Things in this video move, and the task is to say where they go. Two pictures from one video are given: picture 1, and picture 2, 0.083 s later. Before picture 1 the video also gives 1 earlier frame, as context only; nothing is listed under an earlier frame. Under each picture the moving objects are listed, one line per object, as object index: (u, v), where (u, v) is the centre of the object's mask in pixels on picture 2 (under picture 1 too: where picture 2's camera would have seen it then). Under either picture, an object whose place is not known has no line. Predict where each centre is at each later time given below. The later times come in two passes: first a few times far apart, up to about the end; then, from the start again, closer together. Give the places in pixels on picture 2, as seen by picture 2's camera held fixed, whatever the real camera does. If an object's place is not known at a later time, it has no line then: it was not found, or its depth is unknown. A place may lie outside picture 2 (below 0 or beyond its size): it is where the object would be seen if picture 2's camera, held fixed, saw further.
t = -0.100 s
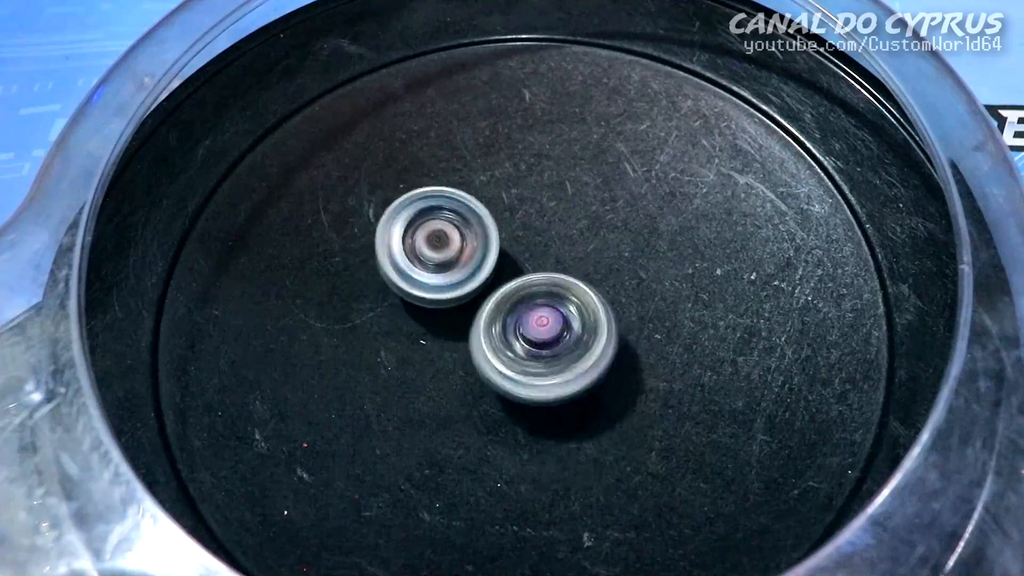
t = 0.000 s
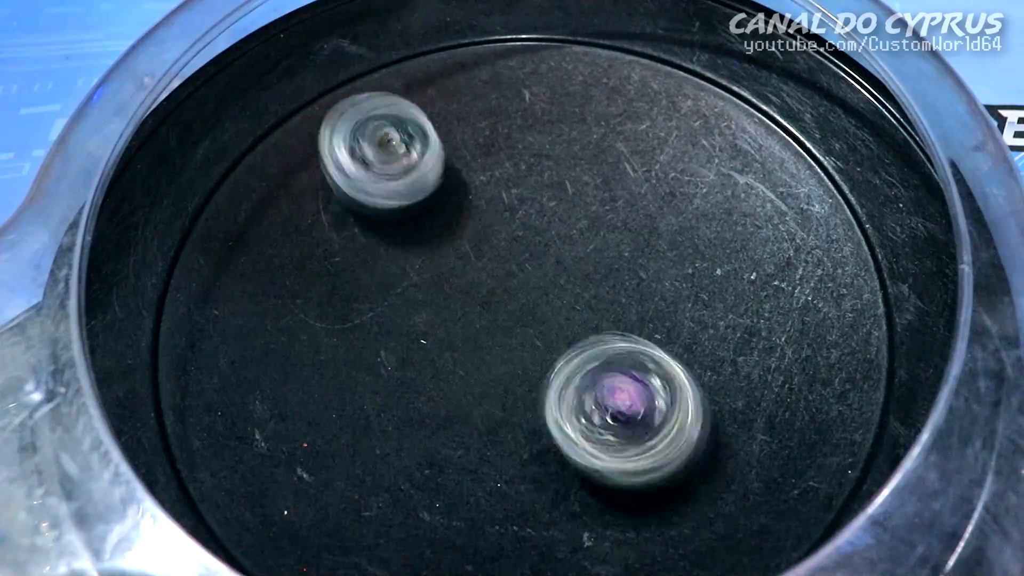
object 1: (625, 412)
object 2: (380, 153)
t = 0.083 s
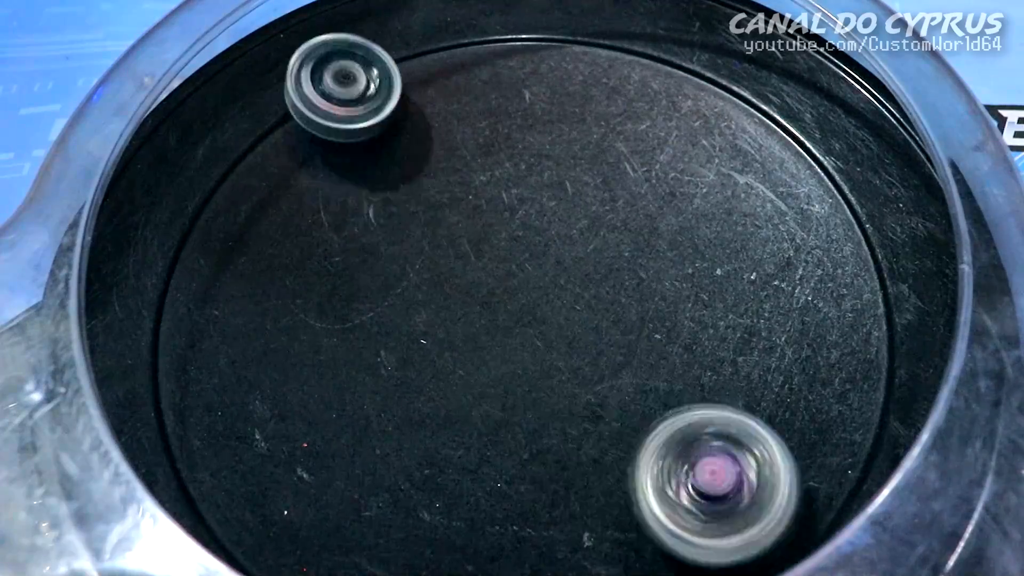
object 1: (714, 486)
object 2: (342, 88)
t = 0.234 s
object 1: (743, 478)
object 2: (340, 101)
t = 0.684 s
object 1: (571, 327)
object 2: (452, 247)
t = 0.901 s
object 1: (639, 418)
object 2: (430, 243)
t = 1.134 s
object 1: (570, 370)
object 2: (450, 306)
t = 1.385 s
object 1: (612, 396)
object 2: (356, 300)
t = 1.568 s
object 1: (565, 350)
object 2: (356, 335)
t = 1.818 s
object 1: (535, 318)
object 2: (370, 364)
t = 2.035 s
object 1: (570, 307)
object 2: (351, 380)
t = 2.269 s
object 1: (556, 297)
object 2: (375, 382)
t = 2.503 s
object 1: (547, 270)
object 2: (396, 384)
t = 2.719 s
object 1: (714, 151)
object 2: (254, 483)
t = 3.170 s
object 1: (558, 260)
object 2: (418, 452)
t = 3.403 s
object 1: (546, 287)
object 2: (502, 424)
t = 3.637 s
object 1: (565, 250)
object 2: (569, 442)
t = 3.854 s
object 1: (543, 277)
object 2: (606, 419)
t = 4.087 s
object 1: (524, 304)
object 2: (616, 397)
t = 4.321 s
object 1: (484, 284)
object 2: (626, 403)
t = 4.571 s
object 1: (477, 279)
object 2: (594, 365)
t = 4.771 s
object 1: (466, 240)
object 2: (601, 378)
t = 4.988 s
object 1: (473, 240)
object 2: (612, 369)
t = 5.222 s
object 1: (458, 234)
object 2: (632, 394)
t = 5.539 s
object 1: (470, 299)
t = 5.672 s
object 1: (448, 294)
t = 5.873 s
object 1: (463, 285)
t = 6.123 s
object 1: (346, 202)
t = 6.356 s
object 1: (398, 259)
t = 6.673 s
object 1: (462, 303)
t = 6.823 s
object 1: (421, 301)
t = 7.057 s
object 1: (432, 299)
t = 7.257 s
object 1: (458, 319)
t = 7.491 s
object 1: (477, 339)
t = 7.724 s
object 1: (388, 375)
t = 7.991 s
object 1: (453, 358)
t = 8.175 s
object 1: (241, 456)
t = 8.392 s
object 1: (247, 479)
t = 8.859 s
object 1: (535, 371)
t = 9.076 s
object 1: (548, 377)
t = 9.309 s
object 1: (547, 343)
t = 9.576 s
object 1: (573, 319)
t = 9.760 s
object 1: (604, 305)
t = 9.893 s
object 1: (593, 301)
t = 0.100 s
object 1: (728, 494)
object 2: (339, 85)
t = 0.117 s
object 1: (738, 500)
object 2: (340, 84)
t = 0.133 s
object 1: (746, 501)
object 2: (339, 85)
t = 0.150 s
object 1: (751, 500)
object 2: (339, 86)
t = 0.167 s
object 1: (752, 499)
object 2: (339, 89)
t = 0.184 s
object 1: (753, 496)
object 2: (339, 91)
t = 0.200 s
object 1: (751, 491)
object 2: (339, 94)
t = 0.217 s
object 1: (748, 485)
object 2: (339, 97)
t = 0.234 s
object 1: (743, 478)
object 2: (340, 101)
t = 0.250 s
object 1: (739, 471)
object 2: (341, 105)
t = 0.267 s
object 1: (733, 464)
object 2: (342, 109)
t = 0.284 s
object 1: (725, 456)
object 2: (344, 112)
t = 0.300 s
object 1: (720, 449)
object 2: (346, 116)
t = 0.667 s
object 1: (575, 329)
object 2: (443, 237)
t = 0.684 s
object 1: (571, 327)
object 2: (452, 247)
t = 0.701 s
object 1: (568, 326)
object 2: (458, 254)
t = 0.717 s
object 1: (580, 337)
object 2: (453, 250)
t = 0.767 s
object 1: (618, 375)
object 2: (429, 228)
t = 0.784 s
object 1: (627, 386)
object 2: (426, 225)
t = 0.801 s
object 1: (633, 395)
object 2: (423, 223)
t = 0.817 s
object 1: (639, 402)
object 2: (423, 223)
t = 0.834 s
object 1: (642, 408)
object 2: (423, 226)
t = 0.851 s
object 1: (643, 412)
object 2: (425, 229)
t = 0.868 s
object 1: (644, 415)
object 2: (427, 234)
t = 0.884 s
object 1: (642, 417)
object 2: (429, 238)
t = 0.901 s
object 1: (639, 418)
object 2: (430, 243)
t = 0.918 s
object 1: (637, 418)
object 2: (431, 247)
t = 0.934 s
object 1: (633, 419)
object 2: (434, 252)
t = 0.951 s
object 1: (628, 417)
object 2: (434, 256)
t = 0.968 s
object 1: (623, 415)
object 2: (437, 261)
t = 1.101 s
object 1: (579, 380)
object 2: (448, 298)
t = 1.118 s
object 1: (575, 376)
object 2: (450, 303)
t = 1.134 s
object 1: (570, 370)
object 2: (450, 306)
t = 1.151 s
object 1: (577, 373)
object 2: (443, 304)
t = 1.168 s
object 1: (589, 379)
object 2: (426, 296)
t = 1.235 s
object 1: (621, 398)
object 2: (383, 277)
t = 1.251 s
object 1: (625, 401)
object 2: (376, 275)
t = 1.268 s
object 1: (628, 402)
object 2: (371, 275)
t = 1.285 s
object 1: (628, 403)
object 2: (366, 276)
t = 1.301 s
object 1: (628, 403)
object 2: (364, 278)
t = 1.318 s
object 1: (626, 403)
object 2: (361, 282)
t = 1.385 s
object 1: (612, 396)
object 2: (356, 300)
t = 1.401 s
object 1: (609, 393)
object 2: (355, 303)
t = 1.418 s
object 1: (603, 389)
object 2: (355, 308)
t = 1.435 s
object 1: (599, 386)
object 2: (354, 311)
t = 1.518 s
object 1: (576, 363)
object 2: (354, 326)
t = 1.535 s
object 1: (573, 359)
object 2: (355, 330)
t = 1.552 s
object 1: (568, 354)
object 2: (355, 332)
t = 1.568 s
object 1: (565, 350)
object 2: (356, 335)
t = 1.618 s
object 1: (556, 340)
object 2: (358, 342)
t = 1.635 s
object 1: (554, 336)
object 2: (359, 343)
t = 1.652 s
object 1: (551, 332)
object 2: (359, 347)
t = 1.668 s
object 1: (549, 330)
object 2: (360, 348)
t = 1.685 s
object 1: (547, 327)
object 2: (362, 351)
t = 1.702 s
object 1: (545, 325)
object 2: (361, 353)
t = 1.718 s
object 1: (544, 323)
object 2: (363, 355)
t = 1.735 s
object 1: (541, 321)
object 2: (363, 357)
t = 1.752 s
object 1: (541, 320)
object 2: (365, 358)
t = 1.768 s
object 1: (539, 319)
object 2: (367, 360)
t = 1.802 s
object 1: (537, 318)
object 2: (370, 363)
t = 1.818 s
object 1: (535, 318)
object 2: (370, 364)
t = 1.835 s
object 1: (534, 317)
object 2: (373, 365)
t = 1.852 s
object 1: (532, 318)
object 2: (375, 367)
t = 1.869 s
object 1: (531, 318)
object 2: (379, 368)
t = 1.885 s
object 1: (530, 319)
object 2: (380, 370)
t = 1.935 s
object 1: (525, 321)
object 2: (389, 371)
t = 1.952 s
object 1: (524, 322)
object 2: (390, 373)
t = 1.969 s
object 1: (535, 319)
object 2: (376, 375)
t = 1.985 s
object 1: (547, 315)
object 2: (365, 377)
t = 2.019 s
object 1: (564, 310)
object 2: (352, 378)
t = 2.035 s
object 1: (570, 307)
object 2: (351, 380)
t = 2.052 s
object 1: (575, 306)
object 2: (350, 379)
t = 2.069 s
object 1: (579, 304)
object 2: (352, 380)
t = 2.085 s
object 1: (580, 303)
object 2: (351, 381)
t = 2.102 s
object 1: (581, 303)
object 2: (354, 380)
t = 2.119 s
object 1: (580, 302)
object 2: (355, 382)
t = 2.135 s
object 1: (578, 303)
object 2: (357, 382)
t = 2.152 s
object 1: (577, 302)
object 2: (360, 383)
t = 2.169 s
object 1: (573, 302)
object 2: (360, 383)
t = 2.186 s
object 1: (571, 301)
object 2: (363, 384)
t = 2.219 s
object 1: (564, 300)
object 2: (366, 384)
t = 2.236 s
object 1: (562, 299)
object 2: (369, 385)
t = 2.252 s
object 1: (559, 298)
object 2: (370, 383)
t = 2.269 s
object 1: (556, 297)
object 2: (375, 382)
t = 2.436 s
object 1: (532, 289)
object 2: (413, 372)
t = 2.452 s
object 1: (531, 288)
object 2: (417, 370)
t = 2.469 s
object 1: (529, 286)
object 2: (422, 369)
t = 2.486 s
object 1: (529, 285)
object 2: (421, 371)
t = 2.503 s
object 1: (547, 270)
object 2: (396, 384)
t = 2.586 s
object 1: (659, 190)
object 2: (268, 453)
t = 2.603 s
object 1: (676, 178)
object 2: (254, 460)
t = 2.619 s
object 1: (687, 169)
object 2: (246, 465)
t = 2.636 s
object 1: (699, 161)
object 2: (242, 470)
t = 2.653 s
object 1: (705, 155)
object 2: (240, 473)
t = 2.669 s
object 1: (712, 152)
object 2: (243, 475)
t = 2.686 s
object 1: (715, 149)
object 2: (245, 478)
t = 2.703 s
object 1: (714, 150)
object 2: (249, 480)
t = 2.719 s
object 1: (714, 151)
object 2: (254, 483)
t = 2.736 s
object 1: (710, 154)
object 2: (258, 483)
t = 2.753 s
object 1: (706, 158)
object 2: (265, 484)
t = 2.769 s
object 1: (700, 160)
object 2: (270, 486)
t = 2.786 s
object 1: (694, 165)
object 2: (276, 485)
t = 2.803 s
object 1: (687, 168)
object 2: (283, 486)
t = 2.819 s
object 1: (680, 173)
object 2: (288, 485)
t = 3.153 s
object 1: (561, 258)
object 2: (410, 455)
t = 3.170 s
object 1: (558, 260)
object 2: (418, 452)
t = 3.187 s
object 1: (556, 263)
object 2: (423, 450)
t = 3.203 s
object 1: (553, 266)
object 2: (429, 446)
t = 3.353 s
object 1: (542, 292)
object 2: (487, 421)
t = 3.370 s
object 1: (543, 294)
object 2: (494, 417)
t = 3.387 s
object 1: (542, 294)
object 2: (502, 415)
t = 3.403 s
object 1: (546, 287)
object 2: (502, 424)
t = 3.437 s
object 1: (555, 268)
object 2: (507, 441)
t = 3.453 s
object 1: (558, 260)
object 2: (509, 447)
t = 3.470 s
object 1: (561, 254)
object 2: (513, 450)
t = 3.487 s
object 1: (564, 249)
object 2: (517, 452)
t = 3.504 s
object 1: (566, 245)
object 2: (524, 451)
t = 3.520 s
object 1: (567, 242)
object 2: (531, 451)
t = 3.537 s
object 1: (568, 242)
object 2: (537, 449)
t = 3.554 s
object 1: (569, 241)
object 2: (544, 449)
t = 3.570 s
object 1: (569, 243)
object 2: (549, 449)
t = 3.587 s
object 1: (569, 244)
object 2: (554, 446)
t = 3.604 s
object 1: (568, 246)
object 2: (560, 446)
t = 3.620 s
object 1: (567, 248)
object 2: (564, 444)
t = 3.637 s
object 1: (565, 250)
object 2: (569, 442)
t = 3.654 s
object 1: (563, 252)
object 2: (573, 442)
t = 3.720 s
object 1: (556, 260)
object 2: (588, 435)
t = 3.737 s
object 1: (554, 262)
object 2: (591, 434)
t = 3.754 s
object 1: (553, 264)
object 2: (593, 431)
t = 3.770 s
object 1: (551, 266)
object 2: (597, 430)
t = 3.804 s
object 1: (548, 270)
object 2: (600, 425)
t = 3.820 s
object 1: (546, 272)
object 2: (603, 424)
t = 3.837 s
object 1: (545, 274)
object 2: (604, 422)
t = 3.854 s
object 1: (543, 277)
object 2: (606, 419)
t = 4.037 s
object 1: (528, 299)
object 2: (615, 401)
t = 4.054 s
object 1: (527, 301)
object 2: (614, 400)
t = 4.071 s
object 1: (524, 302)
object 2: (615, 397)
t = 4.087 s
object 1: (524, 304)
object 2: (616, 397)
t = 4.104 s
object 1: (518, 302)
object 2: (620, 401)
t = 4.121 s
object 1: (513, 298)
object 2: (625, 405)
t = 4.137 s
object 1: (509, 294)
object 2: (627, 409)
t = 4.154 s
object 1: (504, 291)
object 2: (629, 409)
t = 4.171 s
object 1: (501, 289)
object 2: (630, 410)
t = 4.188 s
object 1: (499, 287)
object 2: (628, 410)
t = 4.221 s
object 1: (495, 285)
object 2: (629, 409)
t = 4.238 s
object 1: (493, 284)
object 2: (628, 407)
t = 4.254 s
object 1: (491, 284)
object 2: (630, 406)
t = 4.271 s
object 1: (490, 283)
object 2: (629, 406)
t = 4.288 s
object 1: (487, 284)
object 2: (628, 404)
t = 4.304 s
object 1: (486, 283)
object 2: (629, 404)
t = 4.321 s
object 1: (484, 284)
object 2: (626, 403)
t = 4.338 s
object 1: (483, 284)
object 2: (626, 400)
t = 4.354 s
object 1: (481, 284)
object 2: (625, 400)
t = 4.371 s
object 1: (480, 284)
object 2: (622, 398)
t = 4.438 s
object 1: (475, 284)
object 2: (616, 389)
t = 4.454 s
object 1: (474, 283)
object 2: (613, 387)
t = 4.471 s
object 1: (474, 283)
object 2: (611, 384)
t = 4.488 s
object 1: (474, 282)
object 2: (609, 382)
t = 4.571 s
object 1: (477, 279)
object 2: (594, 365)
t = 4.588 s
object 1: (479, 278)
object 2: (591, 363)
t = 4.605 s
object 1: (480, 279)
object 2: (587, 359)
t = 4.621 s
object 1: (481, 276)
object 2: (589, 360)
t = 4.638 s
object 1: (475, 269)
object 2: (594, 367)
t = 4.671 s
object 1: (467, 255)
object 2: (603, 376)
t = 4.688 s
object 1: (465, 250)
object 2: (604, 380)
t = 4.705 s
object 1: (463, 246)
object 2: (605, 380)
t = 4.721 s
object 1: (464, 244)
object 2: (604, 381)
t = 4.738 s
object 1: (463, 242)
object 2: (602, 380)
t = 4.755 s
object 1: (465, 240)
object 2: (602, 379)
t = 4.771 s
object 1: (466, 240)
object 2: (601, 378)
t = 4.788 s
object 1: (469, 239)
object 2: (599, 375)
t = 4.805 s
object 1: (470, 240)
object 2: (599, 373)
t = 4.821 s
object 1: (474, 241)
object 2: (598, 371)
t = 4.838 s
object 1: (476, 242)
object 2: (597, 367)
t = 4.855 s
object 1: (479, 243)
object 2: (597, 365)
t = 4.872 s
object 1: (482, 246)
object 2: (595, 363)
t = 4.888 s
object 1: (485, 248)
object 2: (595, 358)
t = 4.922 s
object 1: (489, 254)
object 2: (592, 352)
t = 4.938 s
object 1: (491, 258)
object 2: (591, 347)
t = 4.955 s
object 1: (492, 259)
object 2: (593, 348)
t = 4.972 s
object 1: (481, 249)
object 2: (602, 359)
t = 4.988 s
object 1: (473, 240)
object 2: (612, 369)
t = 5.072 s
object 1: (449, 216)
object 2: (629, 394)
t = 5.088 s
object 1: (449, 216)
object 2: (631, 394)
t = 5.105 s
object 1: (448, 215)
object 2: (632, 396)
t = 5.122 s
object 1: (450, 216)
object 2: (632, 395)
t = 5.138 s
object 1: (451, 218)
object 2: (633, 395)
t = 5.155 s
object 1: (453, 220)
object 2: (633, 395)
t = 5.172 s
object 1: (454, 223)
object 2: (632, 394)
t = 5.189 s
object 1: (455, 227)
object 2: (633, 394)
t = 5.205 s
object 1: (457, 231)
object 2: (633, 395)
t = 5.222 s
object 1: (458, 234)
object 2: (632, 394)
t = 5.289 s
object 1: (461, 249)
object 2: (632, 392)
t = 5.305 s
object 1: (462, 253)
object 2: (631, 393)
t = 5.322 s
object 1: (463, 256)
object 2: (629, 391)
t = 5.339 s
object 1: (464, 260)
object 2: (629, 390)
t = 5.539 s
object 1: (470, 299)
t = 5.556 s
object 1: (470, 301)
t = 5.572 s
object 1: (471, 303)
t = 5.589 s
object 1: (470, 305)
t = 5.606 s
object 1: (469, 305)
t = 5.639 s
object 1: (455, 299)
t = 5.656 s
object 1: (449, 295)
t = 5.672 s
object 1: (448, 294)
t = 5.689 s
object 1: (445, 292)
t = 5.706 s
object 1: (445, 290)
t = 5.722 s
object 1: (444, 289)
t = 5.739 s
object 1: (445, 288)
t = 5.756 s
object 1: (447, 287)
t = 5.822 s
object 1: (458, 286)
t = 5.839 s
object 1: (461, 287)
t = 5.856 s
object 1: (465, 288)
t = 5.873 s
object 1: (463, 285)
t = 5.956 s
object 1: (369, 222)
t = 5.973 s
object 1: (357, 212)
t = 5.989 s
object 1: (347, 204)
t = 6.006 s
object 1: (342, 200)
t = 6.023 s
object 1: (337, 195)
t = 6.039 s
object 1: (336, 194)
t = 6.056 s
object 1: (335, 193)
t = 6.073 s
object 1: (337, 192)
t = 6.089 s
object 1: (340, 195)
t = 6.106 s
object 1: (342, 198)
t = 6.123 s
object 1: (346, 202)
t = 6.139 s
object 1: (349, 206)
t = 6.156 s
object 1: (352, 210)
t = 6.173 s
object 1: (356, 215)
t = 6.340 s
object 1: (393, 257)
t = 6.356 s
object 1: (398, 259)
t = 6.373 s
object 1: (401, 264)
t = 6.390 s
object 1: (406, 266)
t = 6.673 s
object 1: (462, 303)
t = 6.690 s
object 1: (464, 303)
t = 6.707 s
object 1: (465, 304)
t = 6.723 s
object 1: (458, 304)
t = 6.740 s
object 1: (451, 304)
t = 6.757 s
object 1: (448, 304)
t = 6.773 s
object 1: (444, 302)
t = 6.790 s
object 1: (441, 303)
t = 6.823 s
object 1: (421, 301)
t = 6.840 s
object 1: (415, 301)
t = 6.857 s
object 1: (410, 300)
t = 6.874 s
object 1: (409, 300)
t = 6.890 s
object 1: (407, 299)
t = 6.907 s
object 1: (408, 298)
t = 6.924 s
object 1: (409, 299)
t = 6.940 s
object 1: (410, 298)
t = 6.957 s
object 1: (414, 298)
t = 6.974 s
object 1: (415, 298)
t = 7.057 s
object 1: (432, 299)
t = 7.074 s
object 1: (436, 299)
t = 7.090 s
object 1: (440, 301)
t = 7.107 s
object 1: (443, 301)
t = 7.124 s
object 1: (448, 302)
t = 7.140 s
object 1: (449, 303)
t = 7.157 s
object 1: (449, 304)
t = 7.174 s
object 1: (451, 309)
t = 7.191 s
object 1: (451, 311)
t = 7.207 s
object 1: (454, 313)
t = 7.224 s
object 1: (454, 315)
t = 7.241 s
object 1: (456, 316)
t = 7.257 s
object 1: (458, 319)
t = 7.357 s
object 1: (469, 330)
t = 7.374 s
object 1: (470, 330)
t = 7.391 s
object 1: (471, 332)
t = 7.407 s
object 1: (473, 333)
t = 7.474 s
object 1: (476, 338)
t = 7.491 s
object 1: (477, 339)
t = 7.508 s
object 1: (478, 340)
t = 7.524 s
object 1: (472, 344)
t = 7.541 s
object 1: (459, 349)
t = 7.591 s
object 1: (421, 366)
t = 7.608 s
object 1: (409, 370)
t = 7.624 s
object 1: (402, 372)
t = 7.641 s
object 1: (396, 374)
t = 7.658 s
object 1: (390, 376)
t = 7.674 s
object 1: (389, 377)
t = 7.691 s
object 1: (386, 376)
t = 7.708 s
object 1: (386, 376)
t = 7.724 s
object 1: (388, 375)
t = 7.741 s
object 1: (389, 372)
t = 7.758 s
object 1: (392, 370)
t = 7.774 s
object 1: (394, 368)
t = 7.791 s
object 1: (398, 366)
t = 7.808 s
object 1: (404, 364)
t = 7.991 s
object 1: (453, 358)
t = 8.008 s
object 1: (457, 357)
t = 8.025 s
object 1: (461, 358)
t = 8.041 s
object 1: (460, 360)
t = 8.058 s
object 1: (432, 372)
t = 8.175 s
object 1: (241, 456)
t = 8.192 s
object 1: (226, 461)
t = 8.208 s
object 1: (216, 462)
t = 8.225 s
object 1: (211, 462)
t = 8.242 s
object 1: (208, 463)
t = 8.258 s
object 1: (205, 463)
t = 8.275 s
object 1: (205, 466)
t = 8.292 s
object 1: (207, 466)
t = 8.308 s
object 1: (207, 468)
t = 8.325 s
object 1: (213, 471)
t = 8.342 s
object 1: (218, 472)
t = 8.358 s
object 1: (226, 476)
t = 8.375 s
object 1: (233, 478)
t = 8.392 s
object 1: (247, 479)
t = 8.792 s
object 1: (519, 363)
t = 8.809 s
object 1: (521, 361)
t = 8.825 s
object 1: (524, 360)
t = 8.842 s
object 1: (531, 365)
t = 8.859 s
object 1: (535, 371)
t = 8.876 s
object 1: (540, 376)
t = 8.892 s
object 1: (543, 379)
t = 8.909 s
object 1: (546, 382)
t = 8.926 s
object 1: (547, 384)
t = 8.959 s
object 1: (551, 385)
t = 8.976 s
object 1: (550, 386)
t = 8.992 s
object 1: (550, 384)
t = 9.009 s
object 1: (550, 384)
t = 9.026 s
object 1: (550, 383)
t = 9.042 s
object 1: (548, 381)
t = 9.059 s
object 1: (548, 378)
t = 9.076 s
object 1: (548, 377)
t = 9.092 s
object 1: (548, 375)
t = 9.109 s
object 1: (545, 371)
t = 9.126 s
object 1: (545, 368)
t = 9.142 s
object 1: (545, 367)
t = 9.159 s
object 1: (544, 364)
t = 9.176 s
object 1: (544, 360)
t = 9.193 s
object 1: (545, 358)
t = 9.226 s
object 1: (544, 354)
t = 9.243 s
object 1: (546, 351)
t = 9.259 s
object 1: (546, 348)
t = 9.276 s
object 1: (547, 347)
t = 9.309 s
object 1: (547, 343)
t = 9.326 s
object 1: (549, 341)
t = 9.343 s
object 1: (549, 340)
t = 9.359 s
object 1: (548, 338)
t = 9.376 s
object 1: (551, 336)
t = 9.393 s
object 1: (552, 335)
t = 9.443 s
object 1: (554, 332)
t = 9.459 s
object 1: (554, 332)
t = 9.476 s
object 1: (554, 332)
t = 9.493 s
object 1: (554, 330)
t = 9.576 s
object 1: (573, 319)
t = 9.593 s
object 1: (581, 315)
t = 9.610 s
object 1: (587, 312)
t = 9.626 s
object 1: (593, 309)
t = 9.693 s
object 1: (604, 303)
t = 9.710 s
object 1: (606, 304)
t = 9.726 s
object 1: (607, 304)
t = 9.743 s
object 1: (605, 305)
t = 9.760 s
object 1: (604, 305)
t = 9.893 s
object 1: (593, 301)
